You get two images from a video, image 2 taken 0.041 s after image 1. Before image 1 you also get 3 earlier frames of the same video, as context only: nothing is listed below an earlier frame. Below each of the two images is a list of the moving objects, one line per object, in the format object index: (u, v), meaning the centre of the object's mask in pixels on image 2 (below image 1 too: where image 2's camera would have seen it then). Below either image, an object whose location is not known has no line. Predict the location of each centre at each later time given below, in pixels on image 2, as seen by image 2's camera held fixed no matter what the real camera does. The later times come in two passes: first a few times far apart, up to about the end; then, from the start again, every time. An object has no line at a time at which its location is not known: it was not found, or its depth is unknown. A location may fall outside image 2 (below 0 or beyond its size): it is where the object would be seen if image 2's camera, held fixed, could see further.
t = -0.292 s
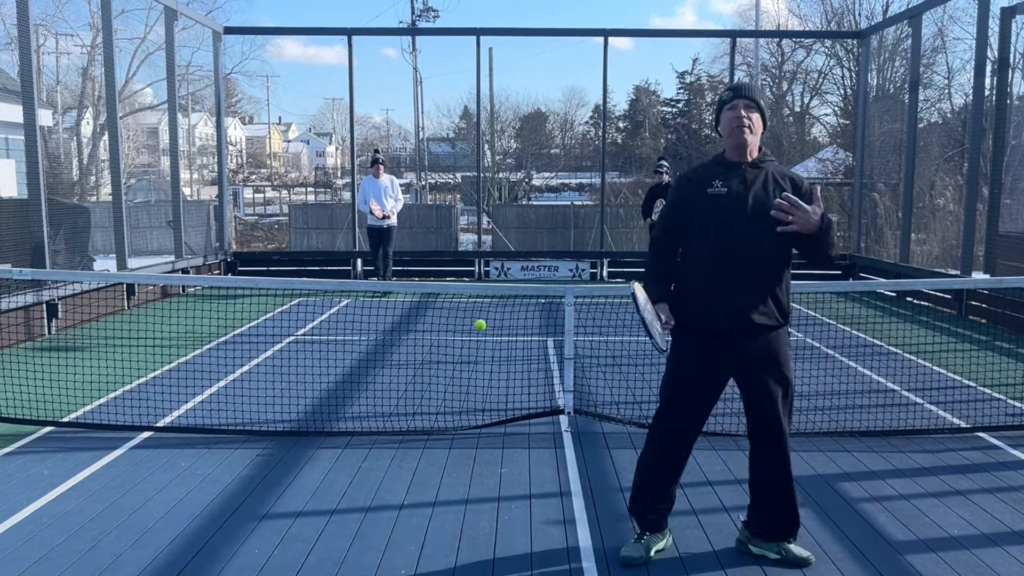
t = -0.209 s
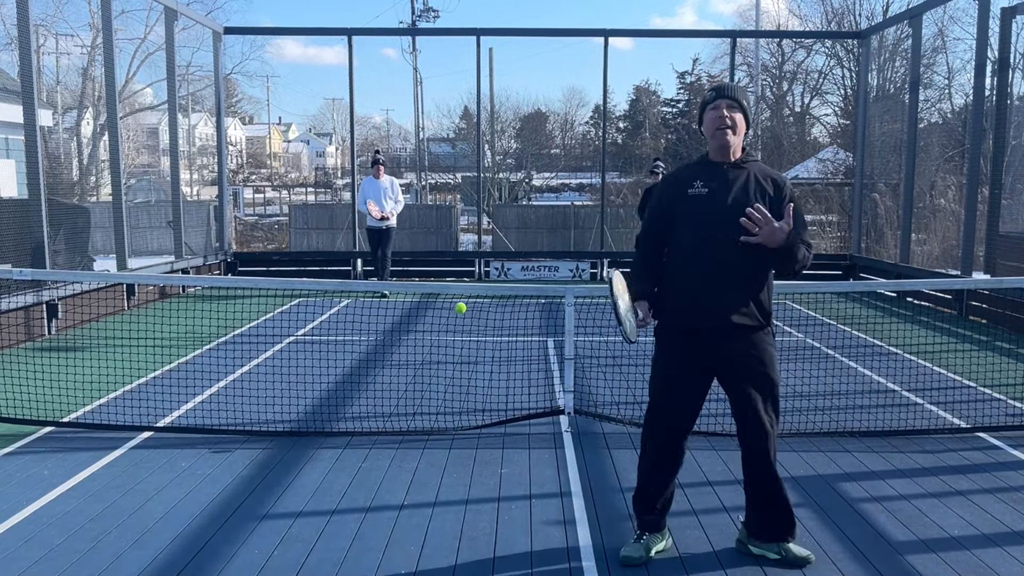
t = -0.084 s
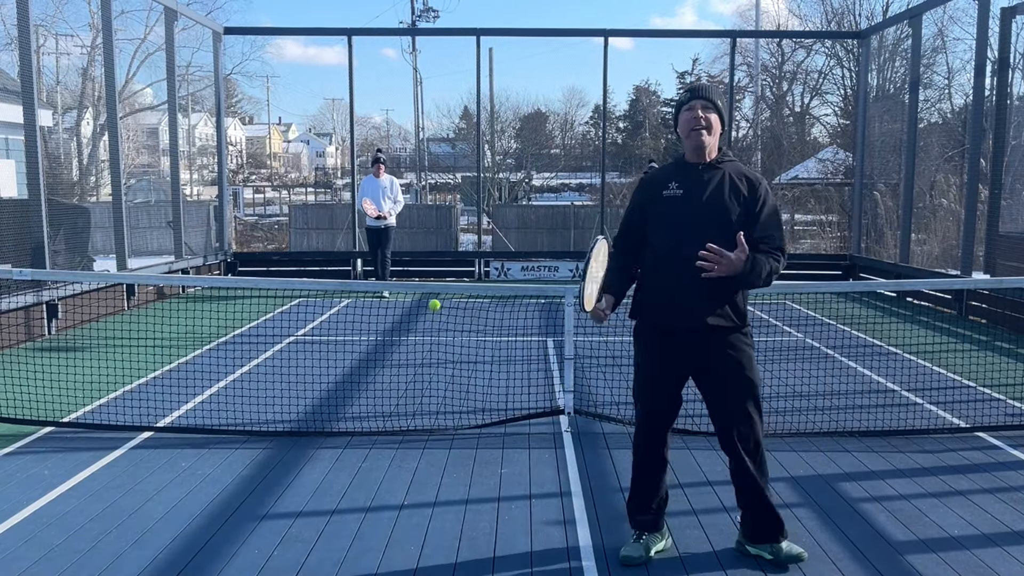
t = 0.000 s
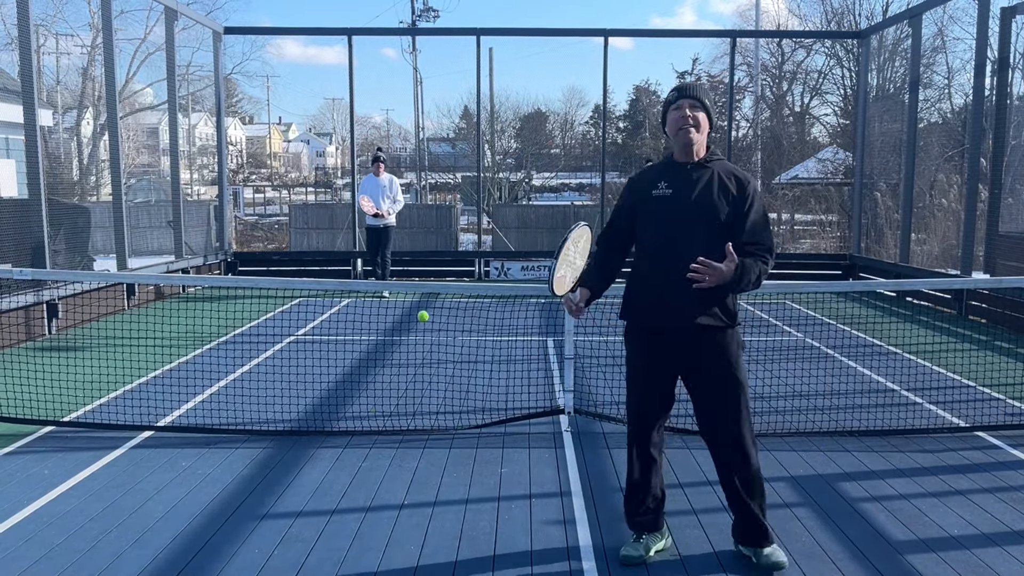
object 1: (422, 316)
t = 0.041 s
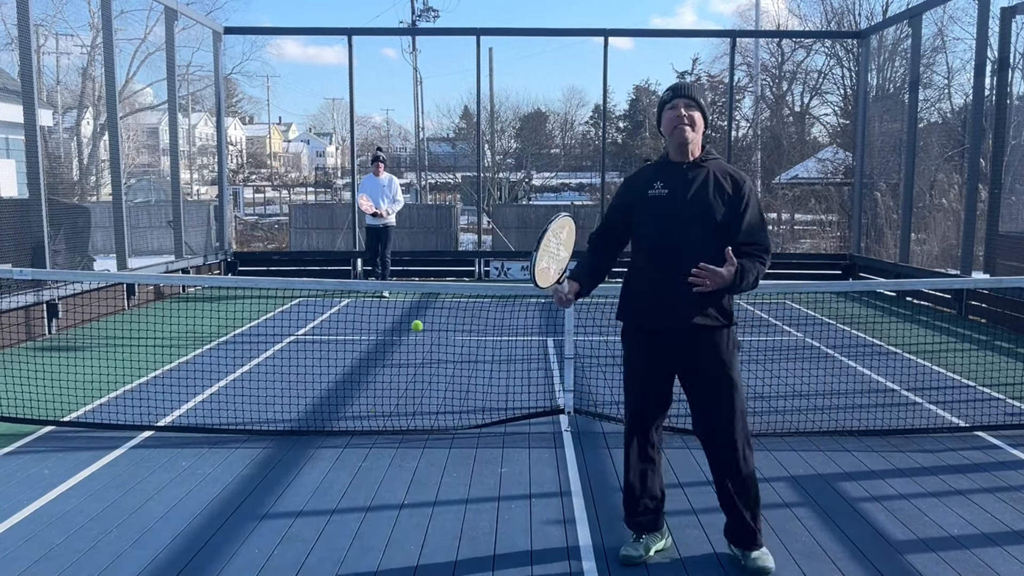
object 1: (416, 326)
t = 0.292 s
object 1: (381, 425)
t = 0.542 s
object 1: (346, 361)
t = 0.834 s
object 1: (306, 421)
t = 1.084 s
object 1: (274, 396)
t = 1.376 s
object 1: (239, 436)
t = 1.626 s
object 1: (205, 433)
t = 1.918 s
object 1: (163, 443)
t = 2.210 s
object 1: (123, 455)
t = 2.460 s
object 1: (88, 459)
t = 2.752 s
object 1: (49, 464)
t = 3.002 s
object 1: (19, 466)
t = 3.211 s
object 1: (2, 467)
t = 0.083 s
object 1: (411, 338)
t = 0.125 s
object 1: (404, 353)
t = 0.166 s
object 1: (399, 372)
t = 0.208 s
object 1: (393, 393)
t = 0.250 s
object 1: (387, 417)
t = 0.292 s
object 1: (381, 425)
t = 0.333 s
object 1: (375, 407)
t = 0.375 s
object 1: (369, 392)
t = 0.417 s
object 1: (363, 381)
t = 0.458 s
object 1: (357, 371)
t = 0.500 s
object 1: (351, 365)
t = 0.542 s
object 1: (346, 361)
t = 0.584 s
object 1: (340, 361)
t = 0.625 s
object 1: (334, 364)
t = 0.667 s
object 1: (328, 370)
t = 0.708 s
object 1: (323, 378)
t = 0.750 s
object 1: (317, 390)
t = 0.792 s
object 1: (311, 404)
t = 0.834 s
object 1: (306, 421)
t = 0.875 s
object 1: (300, 439)
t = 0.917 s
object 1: (295, 425)
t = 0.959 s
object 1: (290, 413)
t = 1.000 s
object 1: (284, 405)
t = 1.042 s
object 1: (280, 399)
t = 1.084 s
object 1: (274, 396)
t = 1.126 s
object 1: (269, 396)
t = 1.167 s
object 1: (264, 400)
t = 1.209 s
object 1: (259, 406)
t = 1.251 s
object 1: (254, 416)
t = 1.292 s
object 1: (249, 429)
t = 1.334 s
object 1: (245, 444)
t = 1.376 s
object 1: (239, 436)
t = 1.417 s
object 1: (233, 428)
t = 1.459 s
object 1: (227, 423)
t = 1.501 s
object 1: (221, 421)
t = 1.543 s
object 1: (216, 422)
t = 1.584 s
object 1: (210, 426)
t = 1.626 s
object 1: (205, 433)
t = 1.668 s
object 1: (200, 443)
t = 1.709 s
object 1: (194, 447)
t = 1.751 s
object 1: (188, 440)
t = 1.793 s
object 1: (181, 436)
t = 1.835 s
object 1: (175, 436)
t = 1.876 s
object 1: (169, 438)
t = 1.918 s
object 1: (163, 443)
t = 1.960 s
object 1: (157, 452)
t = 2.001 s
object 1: (152, 449)
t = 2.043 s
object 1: (146, 445)
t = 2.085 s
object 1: (140, 445)
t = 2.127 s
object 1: (134, 448)
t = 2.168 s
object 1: (129, 454)
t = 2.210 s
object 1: (123, 455)
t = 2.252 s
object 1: (117, 452)
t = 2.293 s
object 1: (111, 452)
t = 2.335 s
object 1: (105, 457)
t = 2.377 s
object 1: (100, 457)
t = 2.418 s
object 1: (94, 457)
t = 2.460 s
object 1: (88, 459)
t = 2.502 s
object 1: (82, 459)
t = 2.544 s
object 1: (77, 460)
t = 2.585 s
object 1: (71, 461)
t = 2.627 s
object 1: (65, 462)
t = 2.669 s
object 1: (60, 462)
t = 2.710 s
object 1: (54, 463)
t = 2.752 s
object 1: (49, 464)
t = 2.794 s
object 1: (43, 464)
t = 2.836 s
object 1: (38, 464)
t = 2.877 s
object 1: (33, 465)
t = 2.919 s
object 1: (28, 465)
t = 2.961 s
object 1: (24, 465)
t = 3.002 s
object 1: (19, 466)
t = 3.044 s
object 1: (14, 466)
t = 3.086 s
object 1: (9, 467)
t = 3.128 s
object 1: (6, 467)
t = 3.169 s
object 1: (4, 467)
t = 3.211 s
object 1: (2, 467)
